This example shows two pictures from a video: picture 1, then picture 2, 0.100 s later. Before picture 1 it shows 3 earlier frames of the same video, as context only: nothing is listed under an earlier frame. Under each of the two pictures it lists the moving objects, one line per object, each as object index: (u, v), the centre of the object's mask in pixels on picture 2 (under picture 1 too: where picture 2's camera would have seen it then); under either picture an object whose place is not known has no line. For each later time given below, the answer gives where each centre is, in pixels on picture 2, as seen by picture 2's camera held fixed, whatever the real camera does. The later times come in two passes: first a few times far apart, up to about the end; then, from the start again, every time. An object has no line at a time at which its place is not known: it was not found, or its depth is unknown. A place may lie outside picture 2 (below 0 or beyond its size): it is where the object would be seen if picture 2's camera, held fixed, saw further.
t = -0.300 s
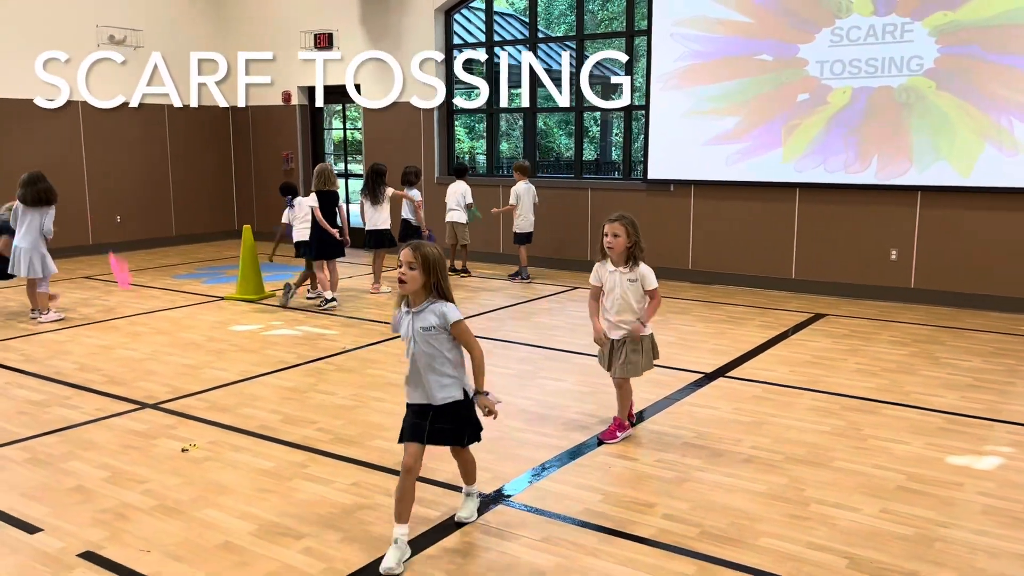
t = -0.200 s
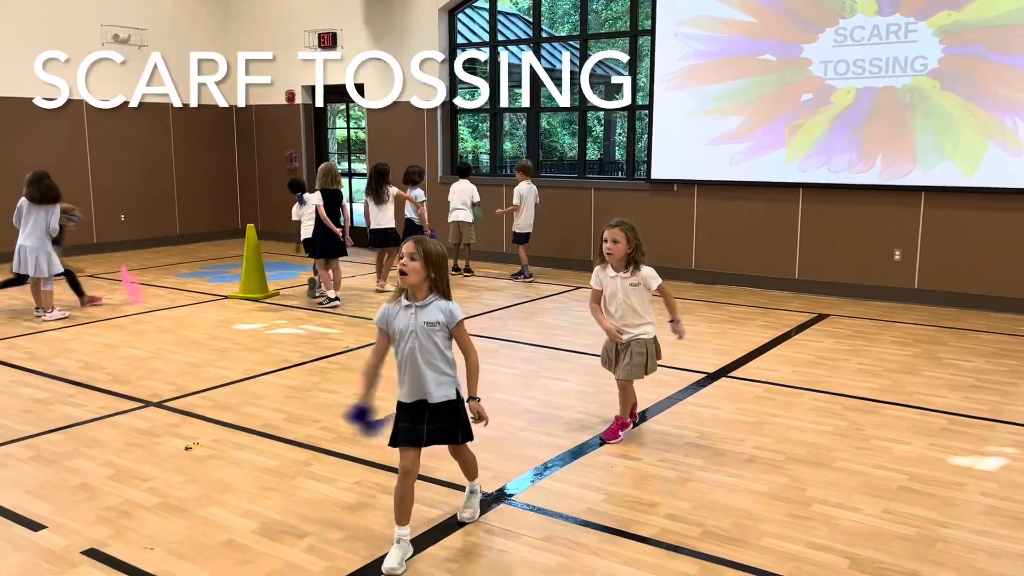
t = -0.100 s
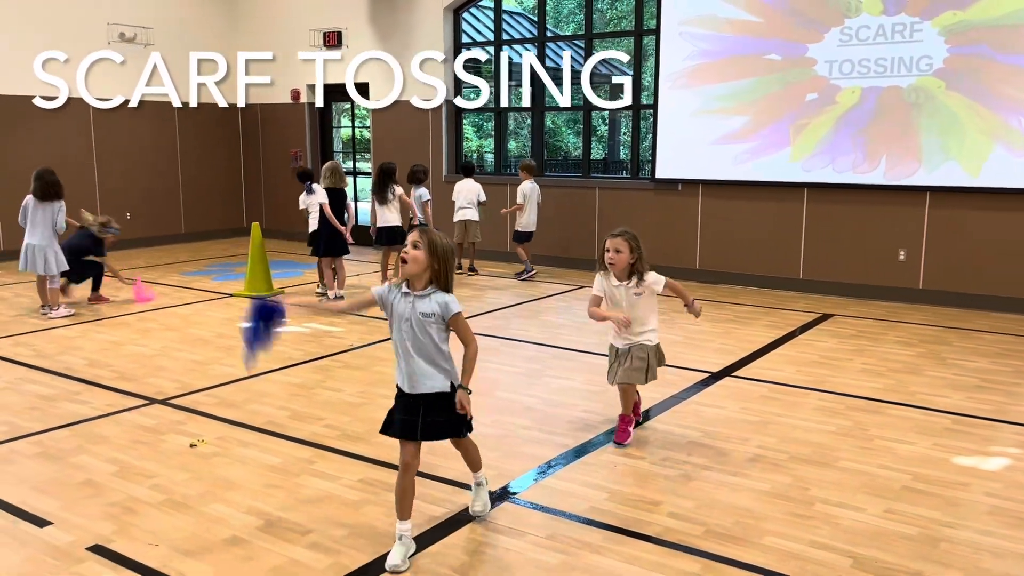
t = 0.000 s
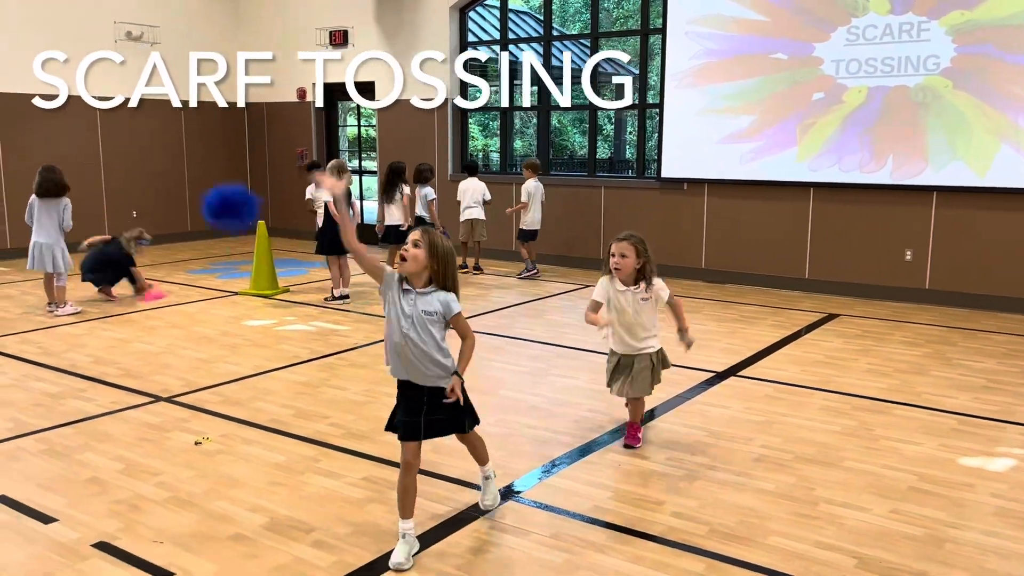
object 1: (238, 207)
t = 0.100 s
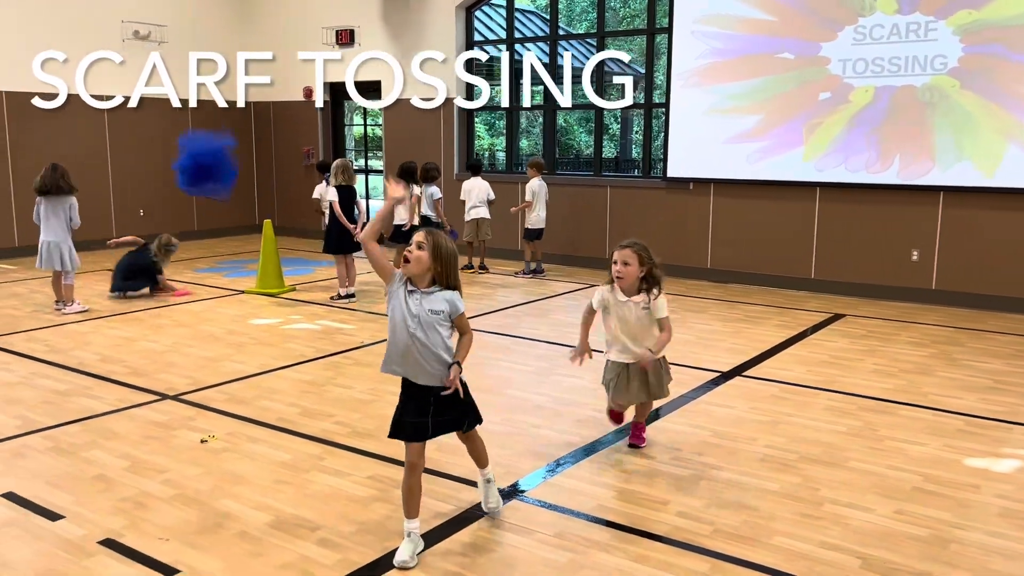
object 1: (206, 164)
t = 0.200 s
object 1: (182, 159)
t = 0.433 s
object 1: (154, 230)
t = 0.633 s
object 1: (156, 334)
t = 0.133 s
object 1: (197, 159)
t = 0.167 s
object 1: (189, 157)
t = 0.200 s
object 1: (182, 159)
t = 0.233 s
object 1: (175, 164)
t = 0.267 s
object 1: (170, 170)
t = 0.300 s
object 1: (164, 179)
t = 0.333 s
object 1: (159, 189)
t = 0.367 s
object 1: (156, 201)
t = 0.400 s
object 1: (154, 215)
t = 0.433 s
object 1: (154, 230)
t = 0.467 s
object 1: (154, 246)
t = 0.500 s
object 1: (153, 261)
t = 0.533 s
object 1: (154, 279)
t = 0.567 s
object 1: (154, 297)
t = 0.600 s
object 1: (155, 315)
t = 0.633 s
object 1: (156, 334)
